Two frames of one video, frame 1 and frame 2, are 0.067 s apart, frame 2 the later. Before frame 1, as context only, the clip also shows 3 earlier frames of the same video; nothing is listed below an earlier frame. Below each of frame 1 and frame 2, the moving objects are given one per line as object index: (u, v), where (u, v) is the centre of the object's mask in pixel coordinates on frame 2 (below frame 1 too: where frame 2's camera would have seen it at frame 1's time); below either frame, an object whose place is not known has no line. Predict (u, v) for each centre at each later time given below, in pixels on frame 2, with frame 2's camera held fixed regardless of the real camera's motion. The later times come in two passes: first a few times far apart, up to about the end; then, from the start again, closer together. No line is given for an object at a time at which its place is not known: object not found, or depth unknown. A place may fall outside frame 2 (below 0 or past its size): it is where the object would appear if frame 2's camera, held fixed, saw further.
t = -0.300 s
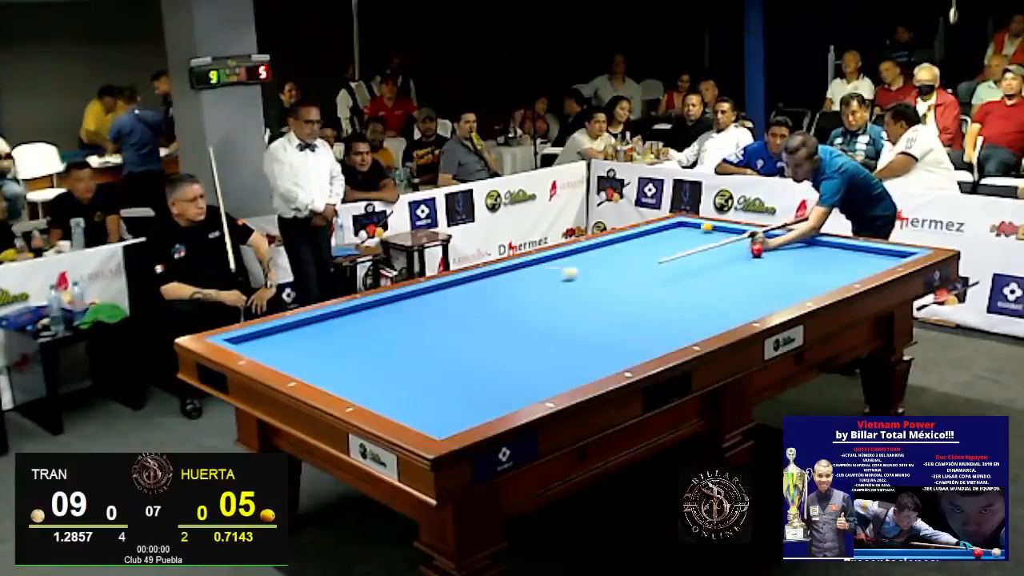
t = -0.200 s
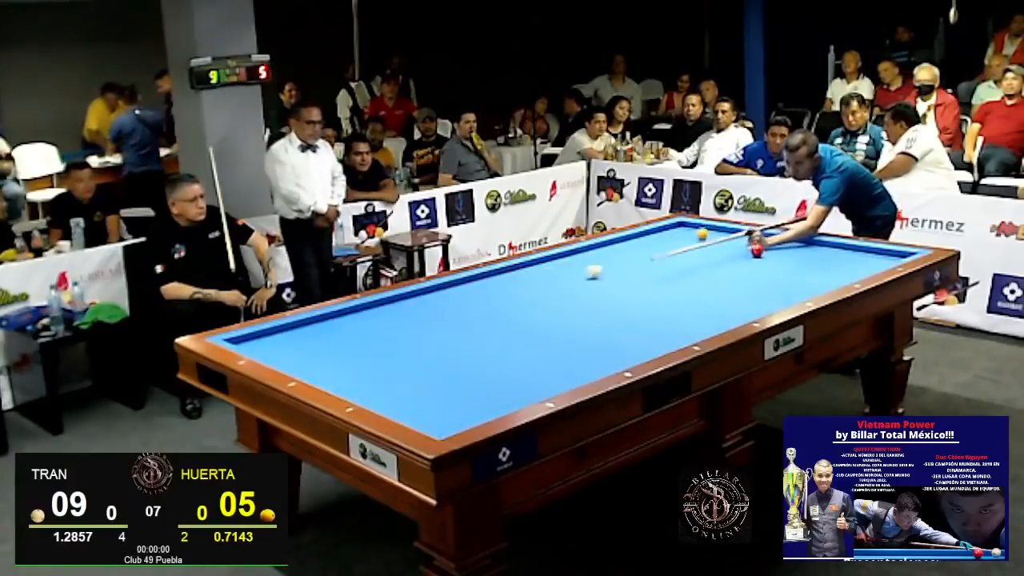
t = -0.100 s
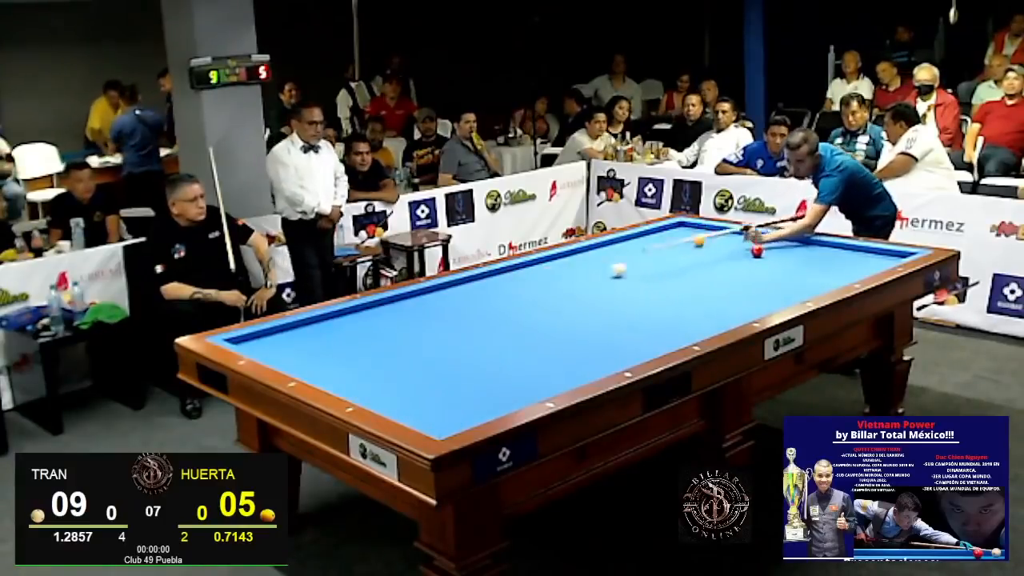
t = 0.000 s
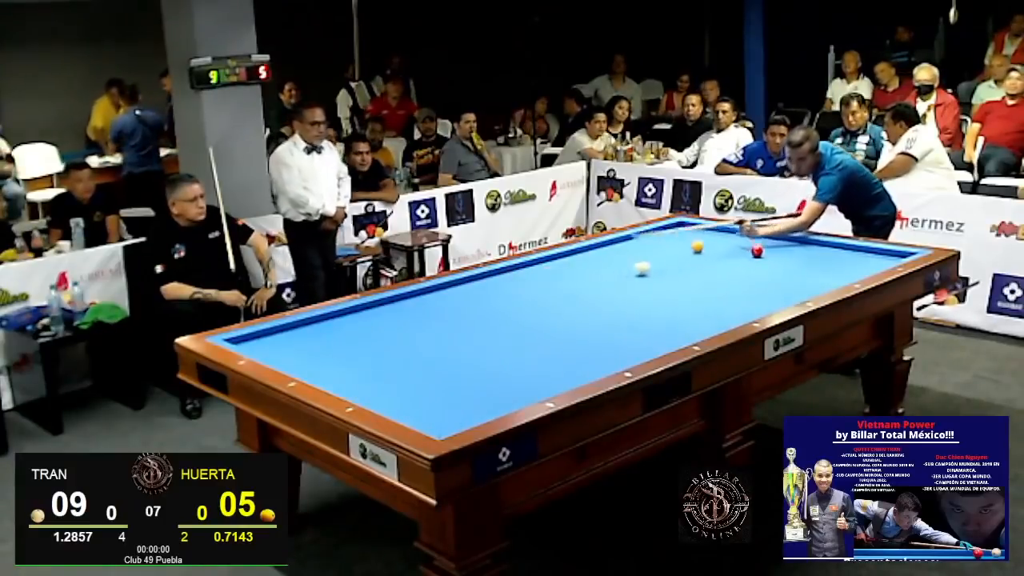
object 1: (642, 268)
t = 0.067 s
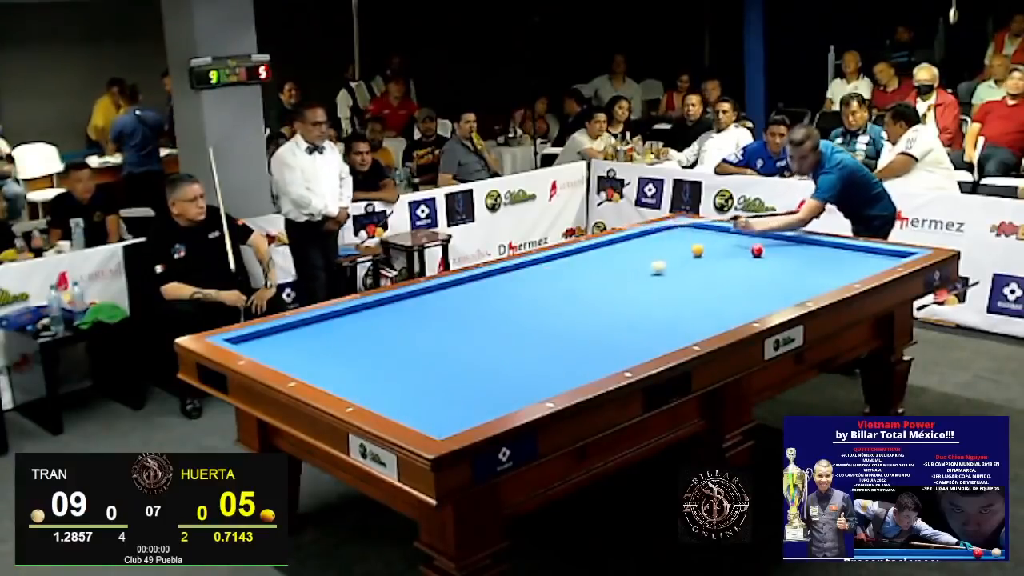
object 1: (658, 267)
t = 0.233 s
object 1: (698, 264)
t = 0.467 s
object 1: (766, 271)
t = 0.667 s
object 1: (826, 275)
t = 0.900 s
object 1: (831, 270)
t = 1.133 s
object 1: (811, 262)
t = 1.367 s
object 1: (792, 255)
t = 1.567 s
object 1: (777, 248)
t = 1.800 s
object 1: (762, 241)
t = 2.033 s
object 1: (746, 236)
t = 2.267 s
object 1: (732, 230)
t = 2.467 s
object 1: (715, 228)
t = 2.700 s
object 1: (693, 227)
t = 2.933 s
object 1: (673, 226)
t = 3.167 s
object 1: (671, 228)
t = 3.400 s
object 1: (673, 231)
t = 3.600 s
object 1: (676, 233)
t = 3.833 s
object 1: (678, 236)
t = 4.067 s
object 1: (680, 239)
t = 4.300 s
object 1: (683, 242)
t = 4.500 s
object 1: (685, 244)
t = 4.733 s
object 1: (687, 247)
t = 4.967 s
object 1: (690, 250)
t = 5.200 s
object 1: (692, 252)
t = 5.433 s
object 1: (695, 255)
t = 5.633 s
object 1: (697, 258)
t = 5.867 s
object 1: (699, 260)
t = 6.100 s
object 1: (702, 262)
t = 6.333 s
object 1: (704, 265)
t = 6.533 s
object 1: (706, 267)
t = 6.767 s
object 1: (709, 269)
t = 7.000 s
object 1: (711, 271)
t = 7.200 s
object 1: (713, 273)
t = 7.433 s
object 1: (716, 275)
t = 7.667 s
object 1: (717, 277)
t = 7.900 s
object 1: (719, 278)
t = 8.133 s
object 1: (722, 280)
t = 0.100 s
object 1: (666, 267)
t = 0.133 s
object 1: (674, 266)
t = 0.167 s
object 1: (682, 266)
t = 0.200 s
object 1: (688, 266)
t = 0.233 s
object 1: (698, 264)
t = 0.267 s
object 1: (707, 265)
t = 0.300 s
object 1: (716, 266)
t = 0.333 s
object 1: (725, 267)
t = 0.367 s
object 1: (735, 268)
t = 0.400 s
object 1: (745, 269)
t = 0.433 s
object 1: (756, 270)
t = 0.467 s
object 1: (766, 271)
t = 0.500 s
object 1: (775, 271)
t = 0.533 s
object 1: (785, 272)
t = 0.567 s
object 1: (796, 273)
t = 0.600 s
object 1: (805, 274)
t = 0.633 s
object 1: (816, 274)
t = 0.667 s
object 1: (826, 275)
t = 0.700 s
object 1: (836, 275)
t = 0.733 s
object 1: (846, 274)
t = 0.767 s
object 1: (849, 273)
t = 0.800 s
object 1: (844, 274)
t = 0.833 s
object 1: (839, 273)
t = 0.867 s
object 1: (835, 272)
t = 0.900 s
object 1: (831, 270)
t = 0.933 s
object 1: (828, 269)
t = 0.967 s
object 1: (825, 268)
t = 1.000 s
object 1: (822, 267)
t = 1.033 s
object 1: (819, 265)
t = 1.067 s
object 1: (816, 264)
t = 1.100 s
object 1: (813, 263)
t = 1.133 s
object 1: (811, 262)
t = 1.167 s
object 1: (808, 261)
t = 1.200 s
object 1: (805, 260)
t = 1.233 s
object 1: (803, 259)
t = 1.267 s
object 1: (800, 257)
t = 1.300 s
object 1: (797, 257)
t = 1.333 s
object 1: (795, 256)
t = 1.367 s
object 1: (792, 255)
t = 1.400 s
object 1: (790, 253)
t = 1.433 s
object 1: (787, 252)
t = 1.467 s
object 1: (784, 252)
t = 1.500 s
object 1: (782, 250)
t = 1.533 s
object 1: (780, 249)
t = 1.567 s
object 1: (777, 248)
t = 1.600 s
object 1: (775, 248)
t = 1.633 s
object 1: (773, 247)
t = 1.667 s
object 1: (771, 246)
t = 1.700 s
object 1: (769, 245)
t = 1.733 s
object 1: (767, 243)
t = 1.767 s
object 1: (765, 242)
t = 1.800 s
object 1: (762, 241)
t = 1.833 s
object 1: (760, 239)
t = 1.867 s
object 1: (757, 239)
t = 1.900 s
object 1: (755, 239)
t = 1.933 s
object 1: (752, 238)
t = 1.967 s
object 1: (751, 238)
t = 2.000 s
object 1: (749, 237)
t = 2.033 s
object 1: (746, 236)
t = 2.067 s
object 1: (744, 235)
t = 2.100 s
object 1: (742, 235)
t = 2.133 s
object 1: (740, 234)
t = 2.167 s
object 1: (738, 233)
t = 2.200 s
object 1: (736, 231)
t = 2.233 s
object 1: (734, 231)
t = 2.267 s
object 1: (732, 230)
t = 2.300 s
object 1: (731, 229)
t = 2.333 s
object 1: (728, 229)
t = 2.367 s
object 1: (725, 229)
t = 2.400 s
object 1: (722, 228)
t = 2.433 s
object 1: (718, 228)
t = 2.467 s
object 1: (715, 228)
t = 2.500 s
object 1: (712, 228)
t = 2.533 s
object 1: (709, 228)
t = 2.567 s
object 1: (706, 227)
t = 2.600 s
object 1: (702, 227)
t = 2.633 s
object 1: (699, 227)
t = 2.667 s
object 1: (697, 227)
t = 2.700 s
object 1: (693, 227)
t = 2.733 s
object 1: (690, 227)
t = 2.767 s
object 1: (687, 226)
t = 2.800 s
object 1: (685, 226)
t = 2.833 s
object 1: (682, 226)
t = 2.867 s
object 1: (679, 226)
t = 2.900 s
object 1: (676, 226)
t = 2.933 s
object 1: (673, 226)
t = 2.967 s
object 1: (670, 226)
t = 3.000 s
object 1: (670, 226)
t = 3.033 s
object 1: (670, 226)
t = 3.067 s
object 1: (670, 227)
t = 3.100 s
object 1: (670, 227)
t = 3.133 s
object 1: (671, 227)
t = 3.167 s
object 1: (671, 228)
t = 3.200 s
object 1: (671, 228)
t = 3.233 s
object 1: (672, 229)
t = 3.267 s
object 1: (672, 229)
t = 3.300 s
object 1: (672, 230)
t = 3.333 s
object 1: (673, 230)
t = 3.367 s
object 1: (673, 230)
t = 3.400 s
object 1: (673, 231)
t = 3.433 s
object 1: (674, 231)
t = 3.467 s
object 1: (674, 232)
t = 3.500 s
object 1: (675, 232)
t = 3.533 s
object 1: (675, 233)
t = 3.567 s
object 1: (676, 233)
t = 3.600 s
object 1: (676, 233)
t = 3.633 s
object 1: (676, 234)
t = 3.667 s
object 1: (677, 234)
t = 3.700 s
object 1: (677, 235)
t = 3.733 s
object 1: (677, 235)
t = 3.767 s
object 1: (677, 235)
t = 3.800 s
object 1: (678, 236)
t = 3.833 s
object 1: (678, 236)
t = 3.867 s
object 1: (678, 236)
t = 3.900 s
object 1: (678, 236)
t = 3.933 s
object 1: (679, 237)
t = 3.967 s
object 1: (679, 237)
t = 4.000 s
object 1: (679, 238)
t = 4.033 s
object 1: (680, 238)
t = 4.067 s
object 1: (680, 239)
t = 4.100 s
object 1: (681, 239)
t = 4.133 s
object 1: (681, 240)
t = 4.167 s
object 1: (682, 240)
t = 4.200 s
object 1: (682, 240)
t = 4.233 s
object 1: (682, 241)
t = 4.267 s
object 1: (682, 241)
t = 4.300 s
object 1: (683, 242)
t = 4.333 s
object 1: (683, 242)
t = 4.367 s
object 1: (683, 242)
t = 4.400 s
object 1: (684, 243)
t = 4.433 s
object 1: (684, 244)
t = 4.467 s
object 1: (685, 244)
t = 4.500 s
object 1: (685, 244)
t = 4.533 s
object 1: (685, 245)
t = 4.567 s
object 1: (686, 245)
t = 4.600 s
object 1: (686, 245)
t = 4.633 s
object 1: (686, 246)
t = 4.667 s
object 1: (687, 246)
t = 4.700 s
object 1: (687, 247)
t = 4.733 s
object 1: (687, 247)
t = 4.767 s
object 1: (688, 248)
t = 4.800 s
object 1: (688, 248)
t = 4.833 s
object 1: (688, 248)
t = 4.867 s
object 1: (689, 249)
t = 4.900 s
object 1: (689, 249)
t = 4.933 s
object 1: (689, 249)
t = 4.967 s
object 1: (690, 250)
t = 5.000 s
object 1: (690, 250)
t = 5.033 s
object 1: (690, 251)
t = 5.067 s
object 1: (691, 251)
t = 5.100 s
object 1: (691, 251)
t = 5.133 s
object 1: (692, 252)
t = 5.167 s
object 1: (692, 252)
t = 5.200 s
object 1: (692, 252)
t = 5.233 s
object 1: (693, 253)
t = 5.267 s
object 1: (693, 253)
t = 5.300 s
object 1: (694, 254)
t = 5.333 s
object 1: (694, 254)
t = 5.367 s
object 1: (694, 254)
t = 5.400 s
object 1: (694, 255)
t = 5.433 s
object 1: (695, 255)
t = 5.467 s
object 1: (695, 255)
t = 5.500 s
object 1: (696, 256)
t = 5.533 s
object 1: (696, 256)
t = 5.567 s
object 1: (696, 257)
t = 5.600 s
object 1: (697, 257)
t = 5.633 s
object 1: (697, 258)
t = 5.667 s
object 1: (697, 258)
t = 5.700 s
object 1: (698, 258)
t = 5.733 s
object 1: (698, 259)
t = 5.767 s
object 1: (698, 259)
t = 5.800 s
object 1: (699, 259)
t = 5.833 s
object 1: (699, 260)
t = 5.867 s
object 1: (699, 260)
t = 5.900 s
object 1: (700, 260)
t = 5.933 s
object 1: (700, 261)
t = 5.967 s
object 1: (701, 261)
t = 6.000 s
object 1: (701, 262)
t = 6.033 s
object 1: (701, 262)
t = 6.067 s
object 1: (702, 262)
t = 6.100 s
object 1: (702, 262)
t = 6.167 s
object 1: (703, 263)
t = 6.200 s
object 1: (703, 263)
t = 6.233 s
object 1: (703, 264)
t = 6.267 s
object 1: (704, 264)
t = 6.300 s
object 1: (704, 264)
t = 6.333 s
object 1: (704, 265)
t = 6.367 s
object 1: (705, 265)
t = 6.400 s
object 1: (705, 265)
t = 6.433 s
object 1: (706, 266)
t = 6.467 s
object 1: (706, 266)
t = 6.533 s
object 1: (706, 267)
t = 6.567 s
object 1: (707, 267)
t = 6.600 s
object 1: (707, 268)
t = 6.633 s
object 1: (707, 268)
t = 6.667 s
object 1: (708, 268)
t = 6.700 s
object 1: (708, 269)
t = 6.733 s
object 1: (709, 269)
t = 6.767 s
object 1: (709, 269)
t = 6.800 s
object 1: (709, 270)
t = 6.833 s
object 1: (710, 270)
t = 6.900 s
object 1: (710, 270)
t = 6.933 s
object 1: (711, 270)
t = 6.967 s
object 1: (711, 271)
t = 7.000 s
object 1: (711, 271)
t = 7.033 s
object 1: (712, 271)
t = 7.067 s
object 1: (712, 272)
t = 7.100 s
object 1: (712, 272)
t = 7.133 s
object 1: (712, 272)
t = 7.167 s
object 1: (713, 273)
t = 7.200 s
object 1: (713, 273)
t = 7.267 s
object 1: (714, 273)
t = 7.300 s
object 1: (714, 274)
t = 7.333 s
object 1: (714, 274)
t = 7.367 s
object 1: (715, 274)
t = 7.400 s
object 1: (715, 275)
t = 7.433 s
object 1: (716, 275)
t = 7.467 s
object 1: (716, 275)
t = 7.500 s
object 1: (716, 275)
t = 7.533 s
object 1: (716, 276)
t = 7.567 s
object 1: (717, 276)
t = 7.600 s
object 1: (717, 276)
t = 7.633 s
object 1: (717, 276)
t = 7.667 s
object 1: (717, 277)
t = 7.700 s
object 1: (717, 277)
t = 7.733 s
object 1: (718, 277)
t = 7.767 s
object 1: (718, 277)
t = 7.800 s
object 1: (718, 278)
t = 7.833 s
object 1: (719, 278)
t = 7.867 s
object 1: (719, 278)
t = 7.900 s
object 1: (719, 278)
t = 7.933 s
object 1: (720, 279)
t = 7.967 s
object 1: (720, 279)
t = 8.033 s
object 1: (721, 279)
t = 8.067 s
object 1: (721, 280)
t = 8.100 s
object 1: (721, 280)
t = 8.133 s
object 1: (722, 280)
